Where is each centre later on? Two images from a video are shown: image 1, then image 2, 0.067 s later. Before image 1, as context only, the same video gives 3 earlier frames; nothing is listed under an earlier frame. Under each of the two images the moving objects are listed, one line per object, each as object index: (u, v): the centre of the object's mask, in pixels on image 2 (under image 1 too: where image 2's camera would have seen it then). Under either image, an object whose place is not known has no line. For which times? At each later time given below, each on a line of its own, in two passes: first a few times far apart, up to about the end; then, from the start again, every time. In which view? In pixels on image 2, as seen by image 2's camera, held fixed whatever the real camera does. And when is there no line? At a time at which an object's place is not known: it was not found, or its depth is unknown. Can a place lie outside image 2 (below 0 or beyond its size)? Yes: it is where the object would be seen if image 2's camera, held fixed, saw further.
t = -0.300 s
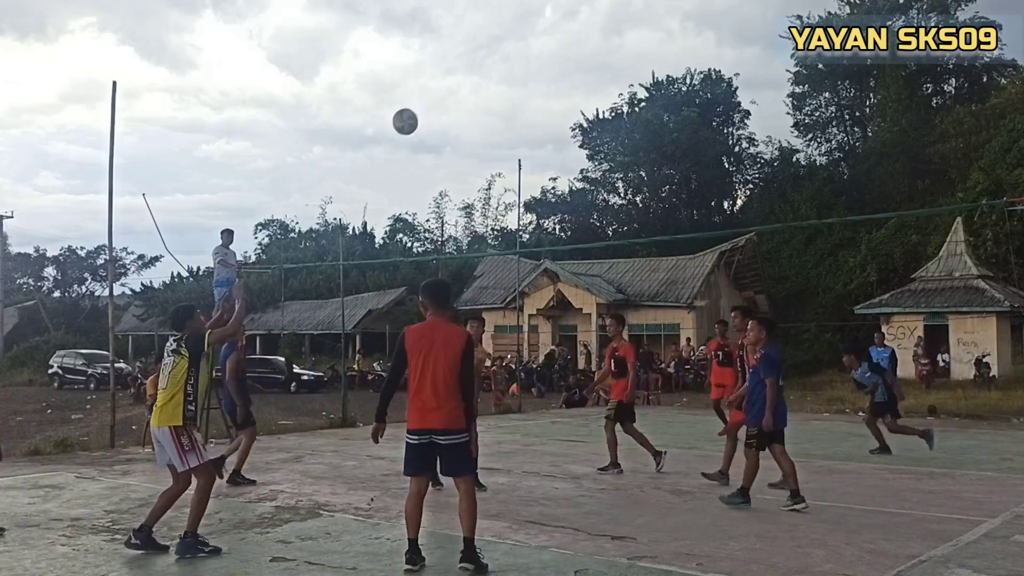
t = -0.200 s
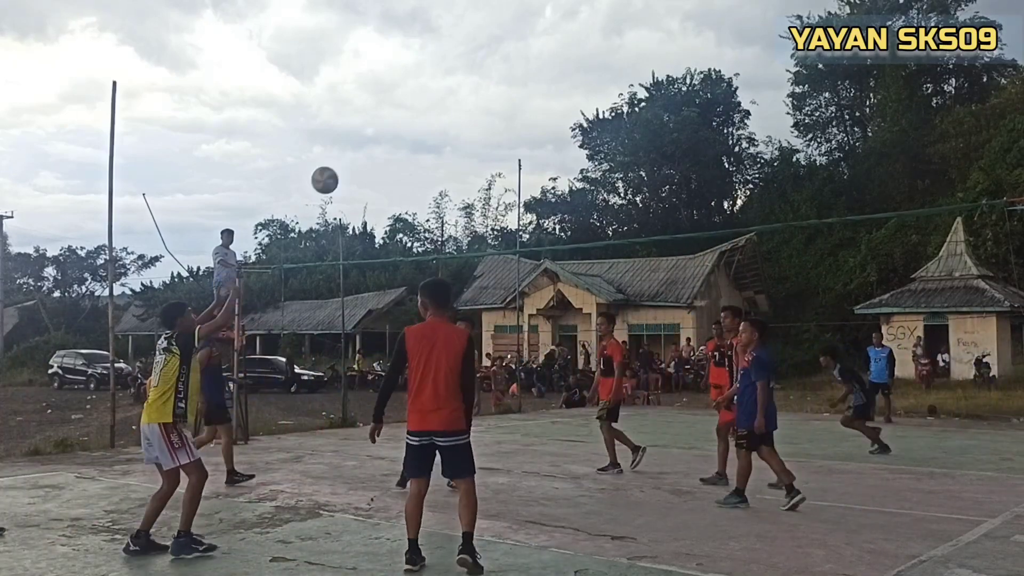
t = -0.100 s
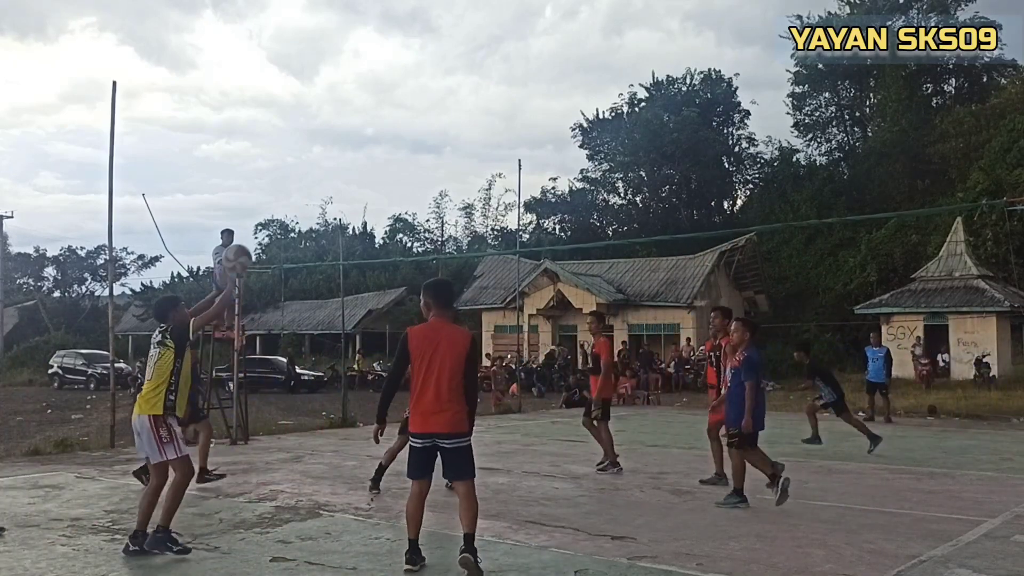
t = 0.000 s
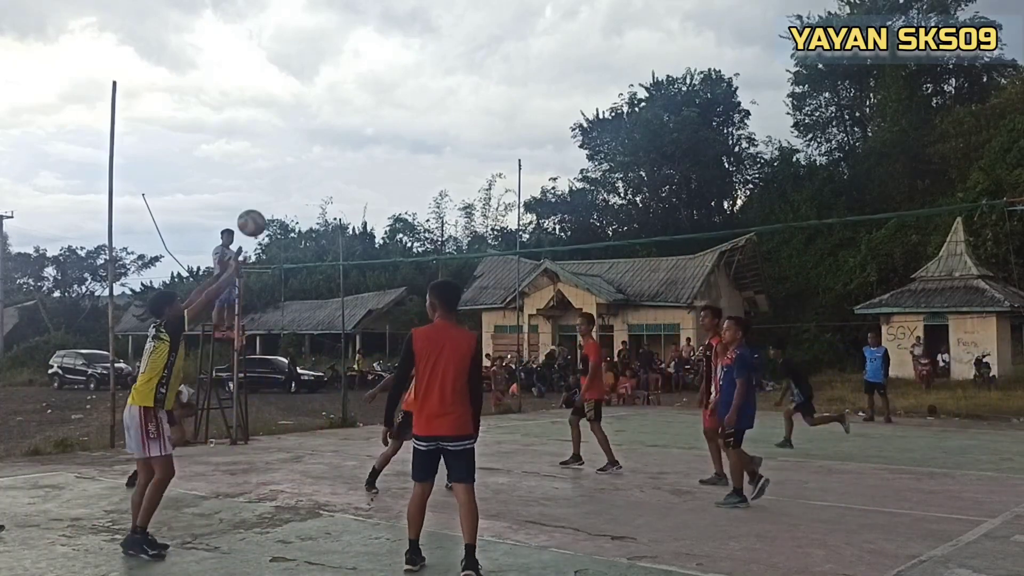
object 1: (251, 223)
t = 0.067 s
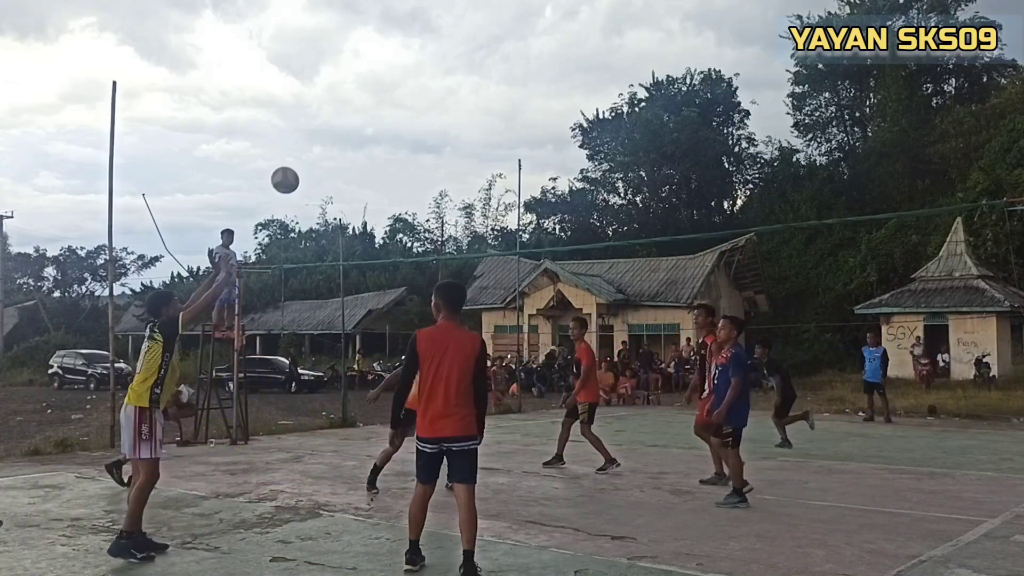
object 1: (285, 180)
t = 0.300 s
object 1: (390, 86)
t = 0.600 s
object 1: (500, 70)
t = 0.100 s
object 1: (301, 161)
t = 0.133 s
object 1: (317, 145)
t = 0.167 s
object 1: (332, 130)
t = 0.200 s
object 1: (347, 116)
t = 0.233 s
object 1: (362, 105)
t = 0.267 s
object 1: (376, 94)
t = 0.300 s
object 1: (390, 86)
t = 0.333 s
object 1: (404, 79)
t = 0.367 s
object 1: (417, 73)
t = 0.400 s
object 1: (429, 69)
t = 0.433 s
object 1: (442, 66)
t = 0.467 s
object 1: (454, 64)
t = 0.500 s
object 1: (466, 63)
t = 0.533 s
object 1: (477, 64)
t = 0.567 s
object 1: (489, 67)
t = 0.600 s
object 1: (500, 70)
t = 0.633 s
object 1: (511, 74)
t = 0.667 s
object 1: (522, 80)
